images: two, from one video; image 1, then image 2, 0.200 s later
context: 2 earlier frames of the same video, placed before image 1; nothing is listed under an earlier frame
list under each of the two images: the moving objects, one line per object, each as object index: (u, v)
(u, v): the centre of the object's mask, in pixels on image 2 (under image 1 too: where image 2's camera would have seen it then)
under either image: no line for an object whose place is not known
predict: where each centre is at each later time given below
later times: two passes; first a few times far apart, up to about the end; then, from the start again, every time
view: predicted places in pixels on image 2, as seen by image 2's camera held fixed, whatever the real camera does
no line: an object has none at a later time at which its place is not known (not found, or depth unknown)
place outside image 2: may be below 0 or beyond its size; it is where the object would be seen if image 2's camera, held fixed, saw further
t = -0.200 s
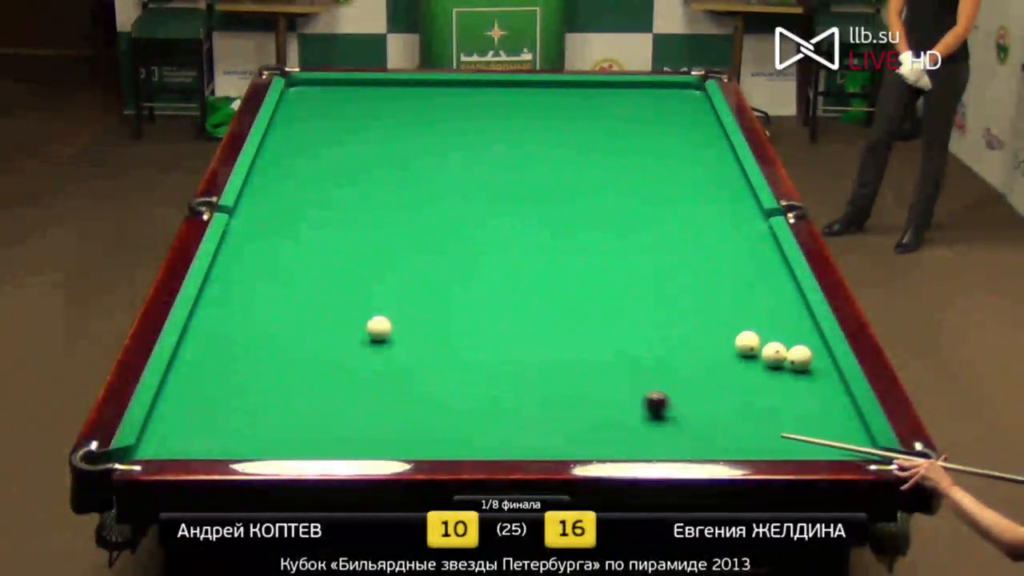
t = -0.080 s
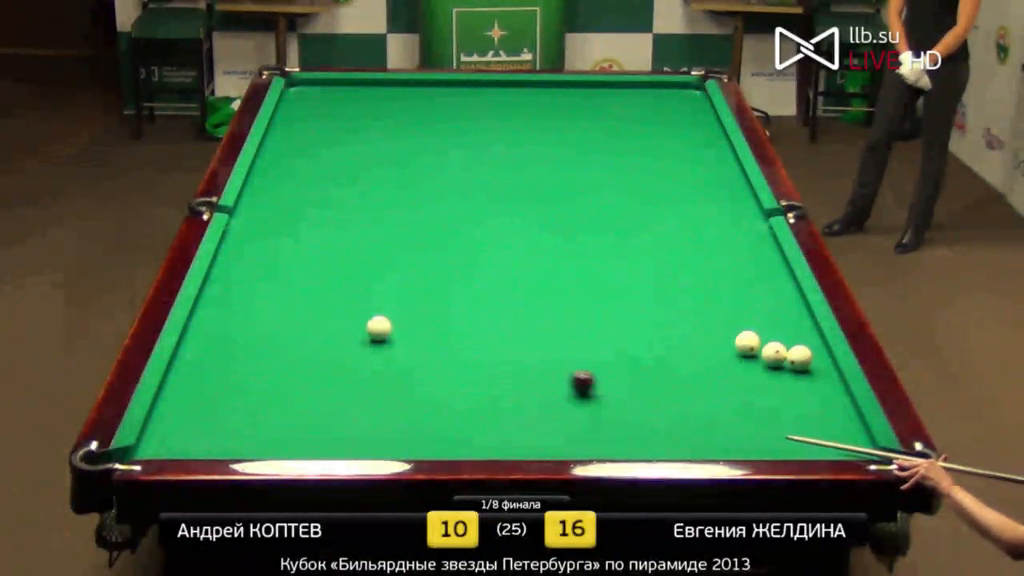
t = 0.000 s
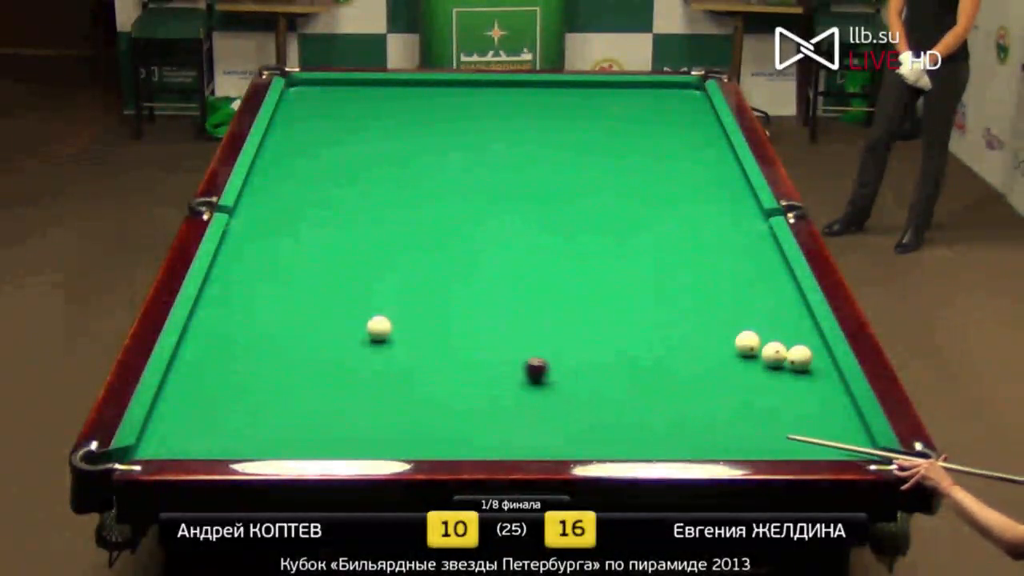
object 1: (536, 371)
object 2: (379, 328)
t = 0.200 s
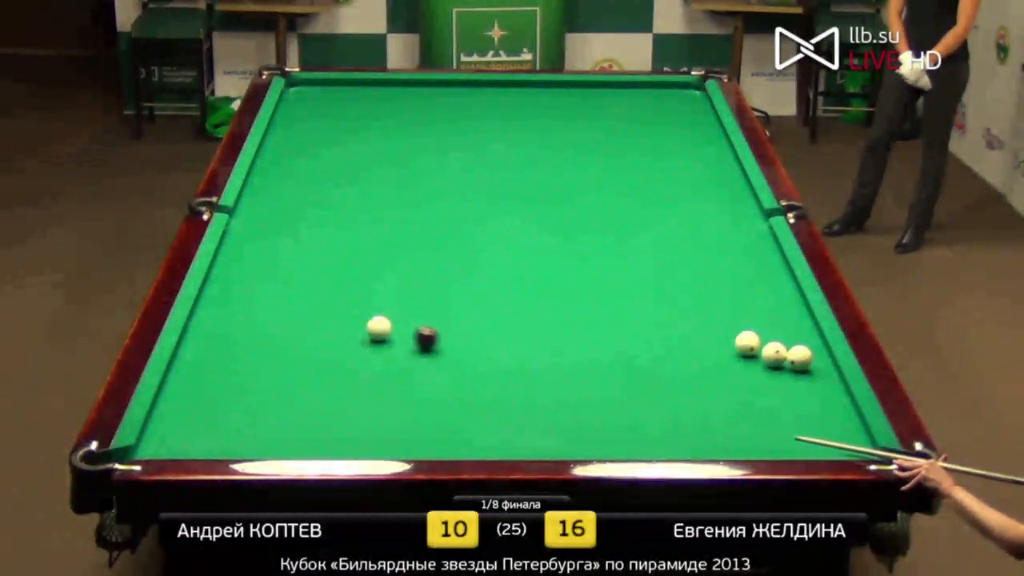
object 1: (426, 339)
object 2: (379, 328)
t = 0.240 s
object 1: (405, 333)
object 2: (379, 328)
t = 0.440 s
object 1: (399, 316)
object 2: (287, 316)
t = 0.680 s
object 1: (381, 296)
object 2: (204, 307)
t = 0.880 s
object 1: (366, 280)
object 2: (252, 301)
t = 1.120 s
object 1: (350, 262)
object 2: (302, 295)
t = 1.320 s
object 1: (338, 248)
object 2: (341, 291)
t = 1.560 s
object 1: (324, 233)
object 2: (387, 285)
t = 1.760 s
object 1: (313, 221)
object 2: (424, 281)
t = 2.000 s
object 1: (301, 207)
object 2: (466, 275)
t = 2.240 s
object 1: (290, 194)
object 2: (505, 271)
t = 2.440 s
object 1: (281, 184)
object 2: (537, 267)
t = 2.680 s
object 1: (271, 173)
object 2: (574, 262)
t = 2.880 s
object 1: (264, 165)
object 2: (603, 259)
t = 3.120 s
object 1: (268, 156)
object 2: (636, 255)
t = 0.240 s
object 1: (405, 333)
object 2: (379, 328)
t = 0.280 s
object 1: (403, 330)
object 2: (361, 326)
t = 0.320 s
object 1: (404, 327)
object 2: (341, 323)
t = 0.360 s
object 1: (404, 323)
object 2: (322, 321)
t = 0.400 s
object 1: (402, 320)
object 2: (304, 319)
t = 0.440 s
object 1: (399, 316)
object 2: (287, 316)
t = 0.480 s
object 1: (396, 313)
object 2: (272, 315)
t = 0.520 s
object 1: (392, 309)
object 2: (258, 314)
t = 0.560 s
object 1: (389, 306)
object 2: (244, 312)
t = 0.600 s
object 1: (387, 302)
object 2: (231, 310)
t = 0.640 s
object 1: (383, 299)
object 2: (217, 308)
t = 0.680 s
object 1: (381, 296)
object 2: (204, 307)
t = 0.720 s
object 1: (378, 293)
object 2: (214, 306)
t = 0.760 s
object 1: (375, 289)
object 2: (225, 304)
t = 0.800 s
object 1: (372, 286)
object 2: (235, 303)
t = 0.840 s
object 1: (369, 283)
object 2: (243, 302)
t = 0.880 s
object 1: (366, 280)
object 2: (252, 301)
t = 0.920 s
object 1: (364, 276)
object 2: (260, 300)
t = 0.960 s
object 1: (361, 274)
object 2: (269, 299)
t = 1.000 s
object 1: (358, 271)
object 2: (277, 298)
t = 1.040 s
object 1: (356, 268)
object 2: (285, 297)
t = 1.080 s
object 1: (353, 265)
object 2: (293, 296)
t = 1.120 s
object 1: (350, 262)
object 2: (302, 295)
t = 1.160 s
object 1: (348, 259)
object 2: (310, 294)
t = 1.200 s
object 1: (345, 256)
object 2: (318, 294)
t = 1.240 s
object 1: (343, 254)
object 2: (326, 293)
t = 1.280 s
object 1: (340, 251)
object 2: (334, 292)
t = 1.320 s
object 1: (338, 248)
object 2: (341, 291)
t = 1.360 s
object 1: (335, 245)
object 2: (349, 290)
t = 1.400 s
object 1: (333, 243)
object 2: (357, 289)
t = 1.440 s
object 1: (331, 240)
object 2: (365, 287)
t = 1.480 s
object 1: (328, 238)
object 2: (372, 287)
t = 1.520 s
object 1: (326, 236)
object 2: (380, 286)
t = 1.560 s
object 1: (324, 233)
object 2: (387, 285)
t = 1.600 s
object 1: (322, 230)
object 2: (395, 284)
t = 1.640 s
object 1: (319, 228)
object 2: (402, 283)
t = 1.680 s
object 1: (317, 226)
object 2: (409, 282)
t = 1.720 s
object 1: (315, 223)
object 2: (417, 281)
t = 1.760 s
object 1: (313, 221)
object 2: (424, 281)
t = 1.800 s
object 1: (311, 219)
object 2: (431, 280)
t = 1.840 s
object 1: (309, 216)
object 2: (438, 279)
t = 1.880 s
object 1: (307, 214)
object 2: (445, 278)
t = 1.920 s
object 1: (305, 212)
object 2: (452, 277)
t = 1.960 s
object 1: (303, 209)
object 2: (459, 276)
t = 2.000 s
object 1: (301, 207)
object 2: (466, 275)
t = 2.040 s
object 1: (299, 205)
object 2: (473, 275)
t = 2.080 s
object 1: (297, 203)
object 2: (479, 274)
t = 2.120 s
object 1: (296, 201)
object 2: (486, 273)
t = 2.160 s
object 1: (294, 199)
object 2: (493, 273)
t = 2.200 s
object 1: (292, 196)
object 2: (499, 272)
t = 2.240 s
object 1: (290, 194)
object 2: (505, 271)
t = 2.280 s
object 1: (288, 193)
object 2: (512, 271)
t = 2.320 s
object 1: (286, 190)
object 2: (518, 269)
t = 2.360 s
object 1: (285, 188)
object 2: (525, 269)
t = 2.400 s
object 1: (283, 186)
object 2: (531, 268)
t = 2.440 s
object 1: (281, 184)
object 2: (537, 267)
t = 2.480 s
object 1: (280, 183)
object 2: (544, 266)
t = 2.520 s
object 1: (278, 181)
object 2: (550, 266)
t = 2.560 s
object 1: (276, 179)
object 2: (556, 265)
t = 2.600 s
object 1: (275, 177)
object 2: (562, 264)
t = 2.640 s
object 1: (273, 175)
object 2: (568, 263)
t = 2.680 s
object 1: (271, 173)
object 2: (574, 262)
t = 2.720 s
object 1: (270, 172)
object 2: (580, 262)
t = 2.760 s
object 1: (268, 170)
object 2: (586, 261)
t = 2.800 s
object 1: (267, 168)
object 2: (592, 261)
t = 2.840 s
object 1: (265, 166)
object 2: (598, 260)
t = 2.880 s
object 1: (264, 165)
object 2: (603, 259)
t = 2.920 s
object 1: (262, 163)
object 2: (609, 258)
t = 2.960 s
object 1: (261, 161)
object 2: (614, 258)
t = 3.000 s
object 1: (263, 160)
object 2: (620, 257)
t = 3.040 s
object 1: (264, 158)
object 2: (625, 256)
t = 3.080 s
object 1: (266, 157)
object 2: (631, 256)
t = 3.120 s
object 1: (268, 156)
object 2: (636, 255)
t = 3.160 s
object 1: (269, 154)
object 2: (642, 254)
